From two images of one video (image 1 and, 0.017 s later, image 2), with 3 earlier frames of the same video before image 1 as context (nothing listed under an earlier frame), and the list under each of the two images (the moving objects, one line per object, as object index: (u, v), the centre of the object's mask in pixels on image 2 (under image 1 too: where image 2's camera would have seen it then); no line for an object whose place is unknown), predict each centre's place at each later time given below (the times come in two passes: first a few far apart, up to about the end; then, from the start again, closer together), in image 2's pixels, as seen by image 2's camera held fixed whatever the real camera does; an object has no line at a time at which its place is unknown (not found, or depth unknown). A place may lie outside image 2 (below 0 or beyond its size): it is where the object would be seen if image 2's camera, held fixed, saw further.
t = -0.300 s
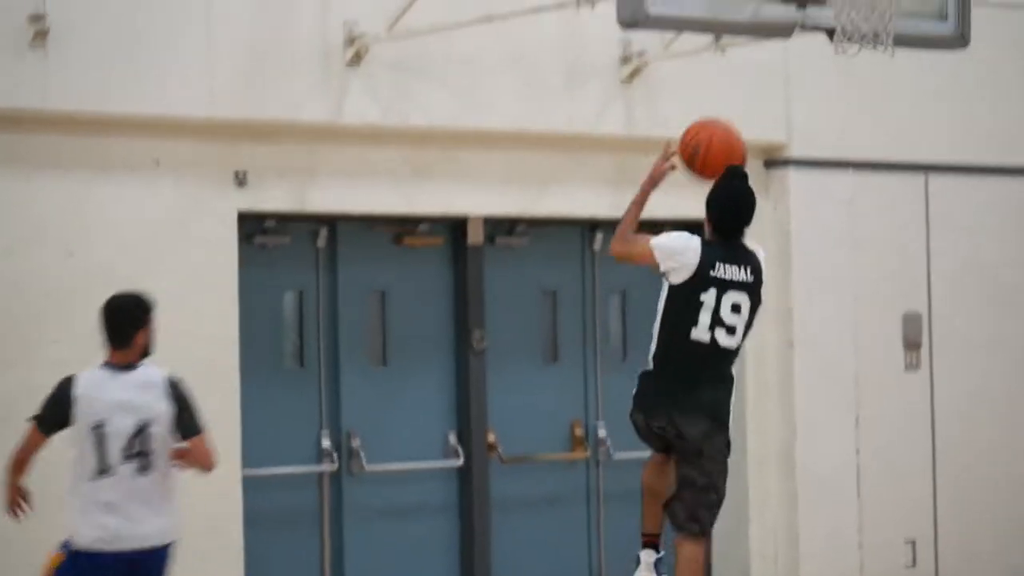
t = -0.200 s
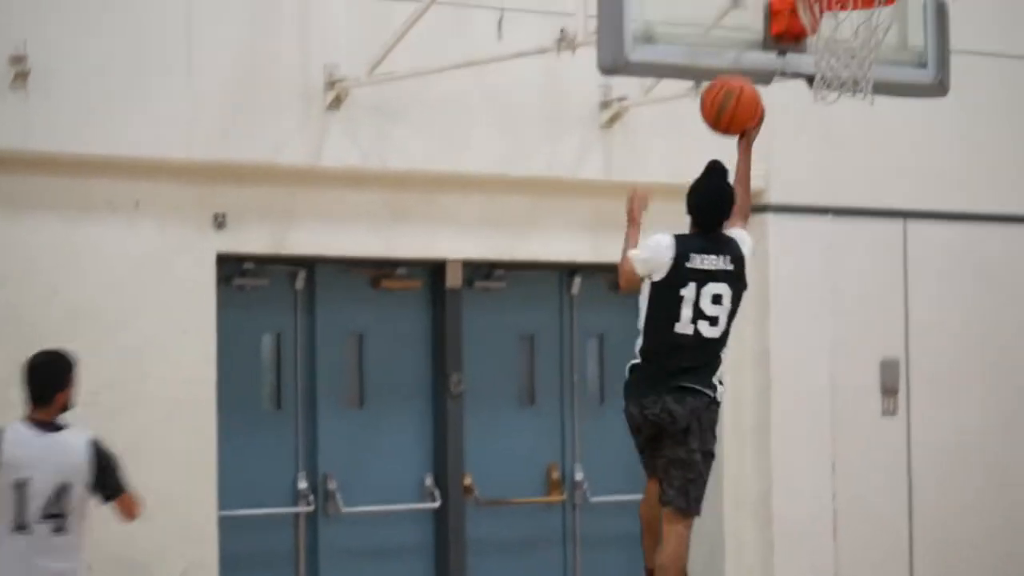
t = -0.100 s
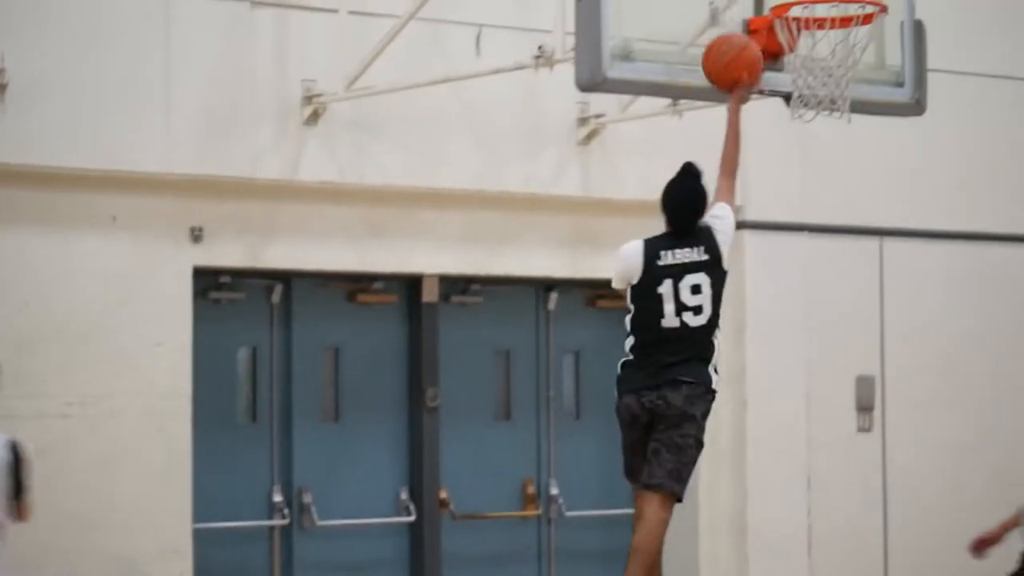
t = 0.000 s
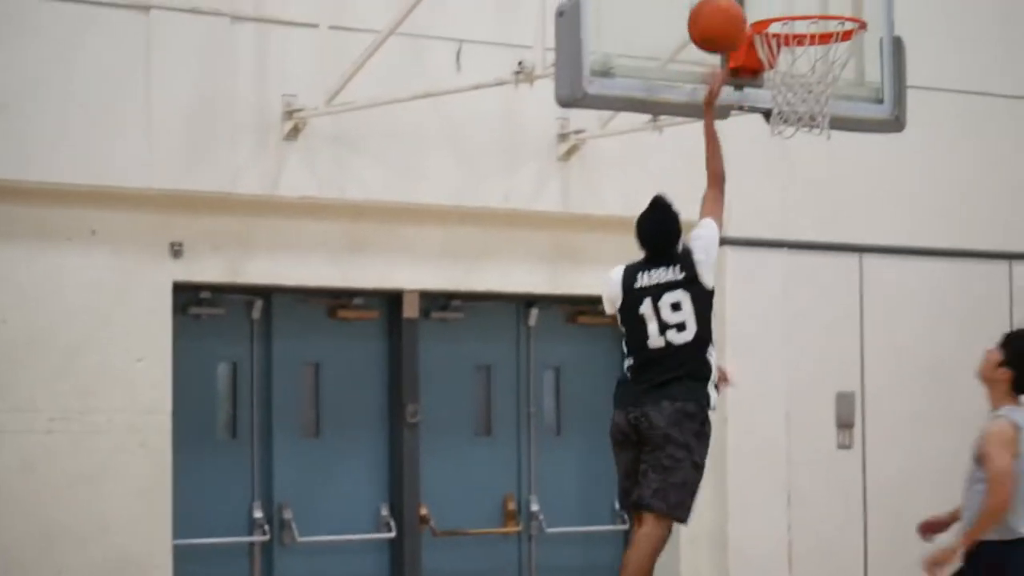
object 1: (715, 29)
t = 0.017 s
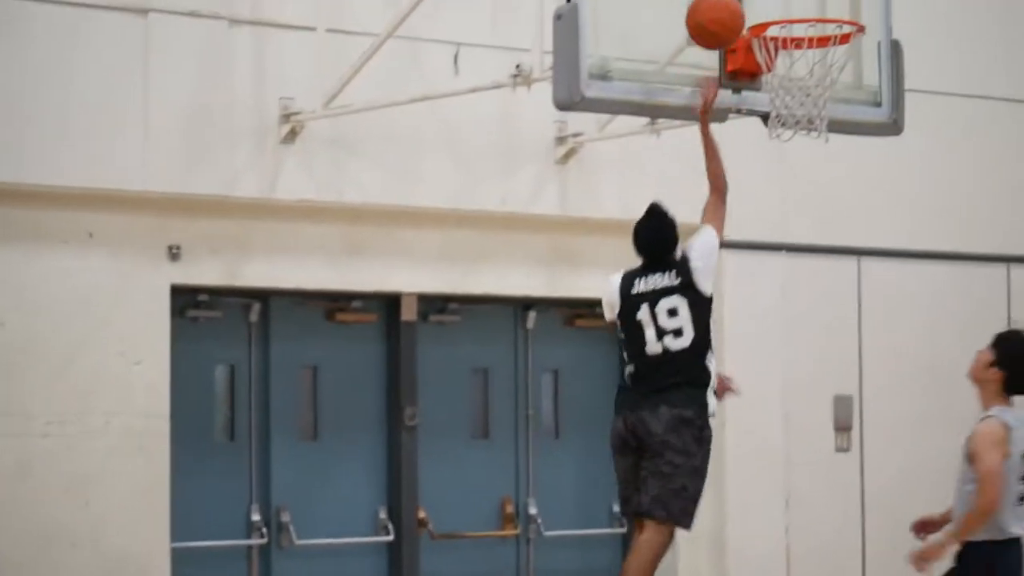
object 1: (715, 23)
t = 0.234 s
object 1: (721, -9)
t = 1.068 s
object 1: (833, 79)
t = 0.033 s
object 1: (715, 17)
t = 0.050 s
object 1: (716, 13)
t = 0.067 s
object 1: (716, 9)
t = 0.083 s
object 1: (717, 6)
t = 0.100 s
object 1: (717, 2)
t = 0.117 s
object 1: (718, 0)
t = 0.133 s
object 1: (718, -3)
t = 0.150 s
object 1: (719, -5)
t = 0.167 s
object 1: (719, -7)
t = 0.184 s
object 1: (720, -8)
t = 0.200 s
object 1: (720, -9)
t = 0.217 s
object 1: (720, -10)
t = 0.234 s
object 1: (721, -9)
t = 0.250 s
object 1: (721, -8)
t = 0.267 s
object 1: (722, -7)
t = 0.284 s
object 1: (726, -7)
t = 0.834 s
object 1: (839, 68)
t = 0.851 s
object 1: (841, 70)
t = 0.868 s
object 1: (844, 69)
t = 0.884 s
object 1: (845, 70)
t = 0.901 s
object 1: (847, 70)
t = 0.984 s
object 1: (846, 71)
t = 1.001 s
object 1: (843, 72)
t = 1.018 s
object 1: (841, 73)
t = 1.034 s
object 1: (839, 75)
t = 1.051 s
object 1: (836, 77)
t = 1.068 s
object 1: (833, 79)
